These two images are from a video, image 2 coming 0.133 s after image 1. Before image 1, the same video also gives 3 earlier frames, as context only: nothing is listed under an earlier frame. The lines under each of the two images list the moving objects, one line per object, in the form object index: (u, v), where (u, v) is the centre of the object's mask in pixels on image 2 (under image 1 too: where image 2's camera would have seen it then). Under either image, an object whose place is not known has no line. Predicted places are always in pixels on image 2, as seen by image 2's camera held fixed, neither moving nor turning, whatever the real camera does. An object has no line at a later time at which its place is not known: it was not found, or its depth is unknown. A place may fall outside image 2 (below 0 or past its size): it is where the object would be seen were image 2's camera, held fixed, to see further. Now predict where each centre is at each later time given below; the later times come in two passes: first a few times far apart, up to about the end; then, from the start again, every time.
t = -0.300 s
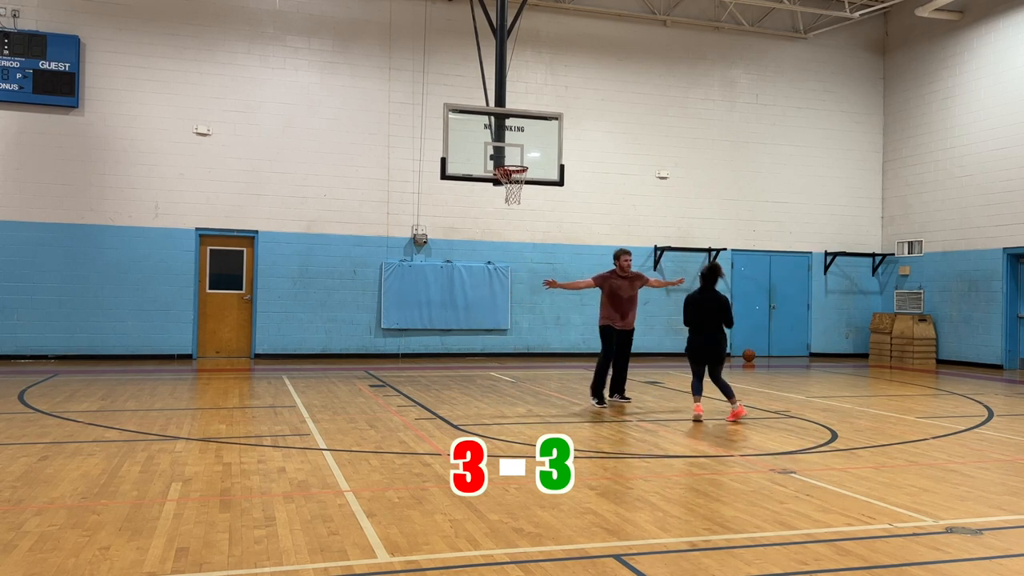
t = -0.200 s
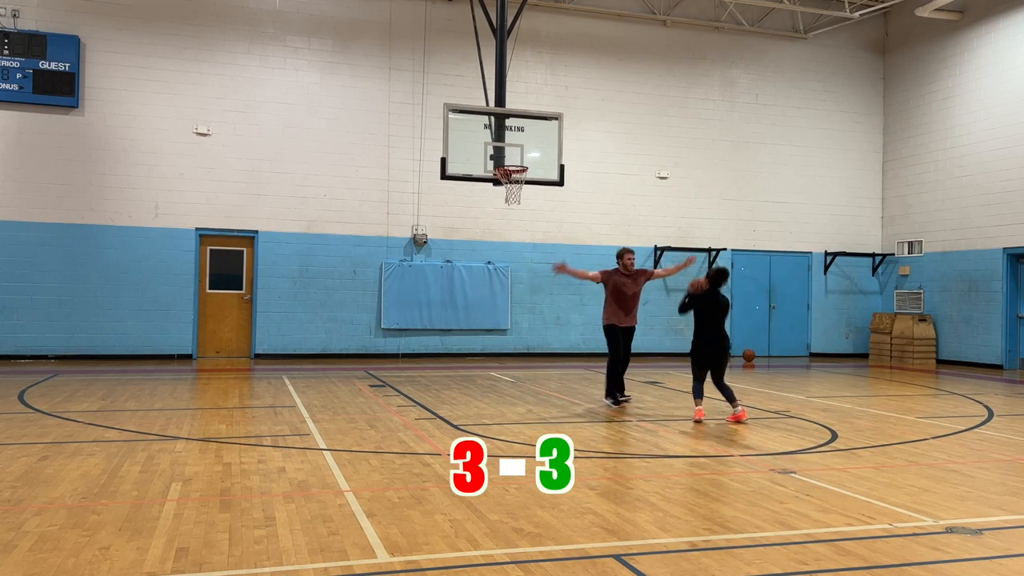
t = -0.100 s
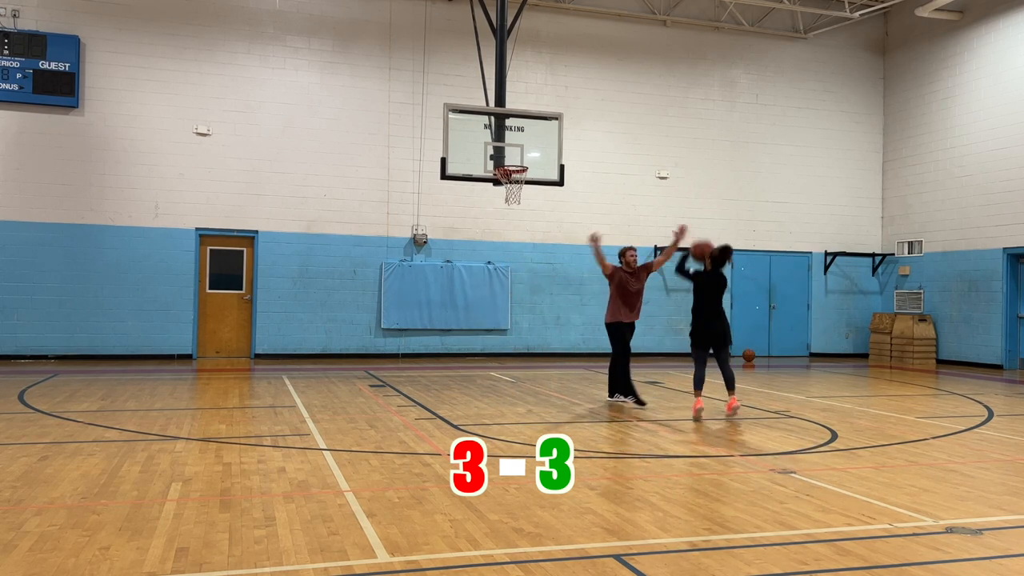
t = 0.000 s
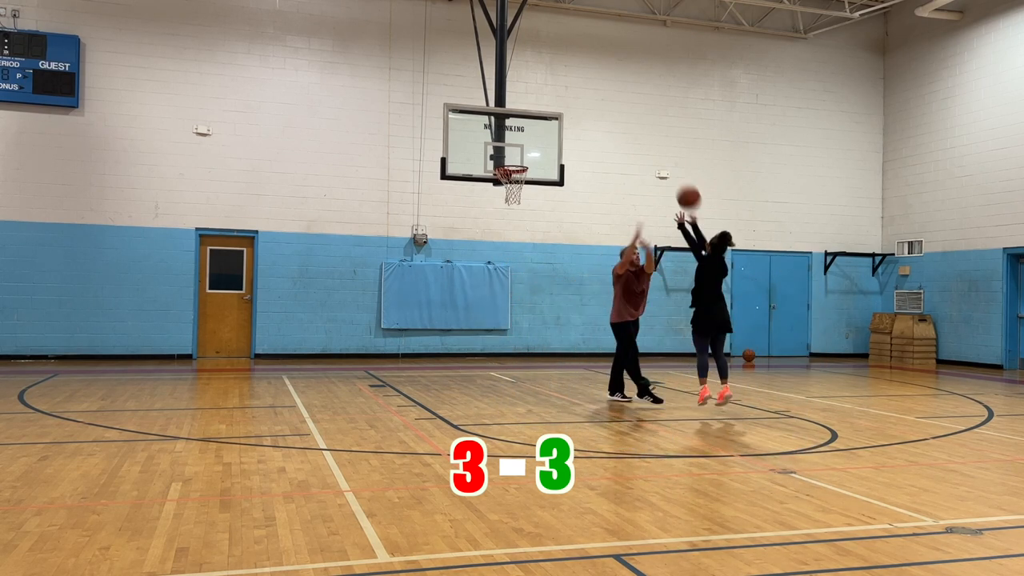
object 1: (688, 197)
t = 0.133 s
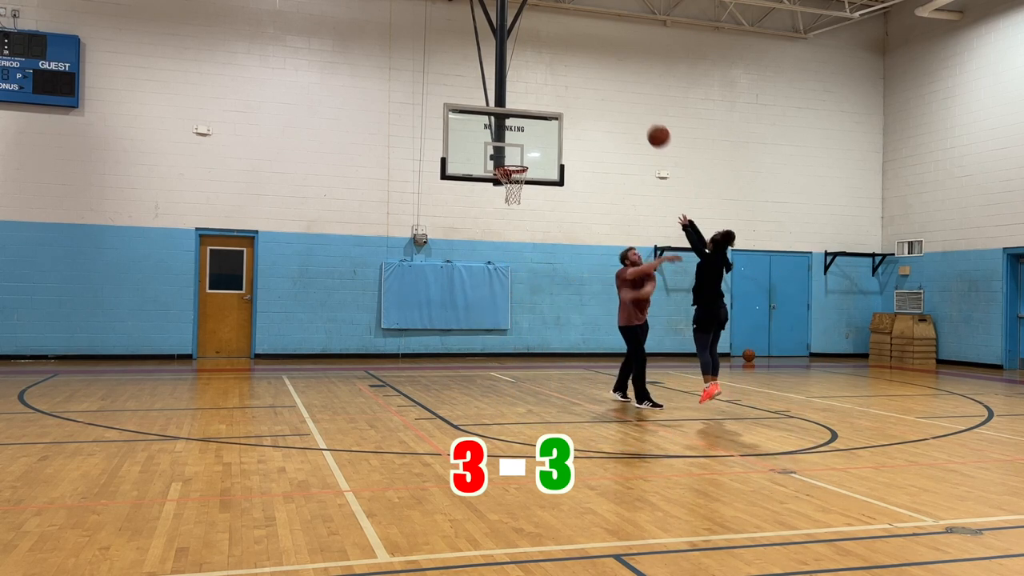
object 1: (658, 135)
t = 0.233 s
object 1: (637, 104)
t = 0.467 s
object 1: (593, 68)
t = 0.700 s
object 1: (555, 79)
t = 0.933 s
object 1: (522, 125)
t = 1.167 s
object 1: (512, 162)
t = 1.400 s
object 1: (512, 177)
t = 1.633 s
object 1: (501, 192)
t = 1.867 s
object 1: (496, 229)
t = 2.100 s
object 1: (490, 302)
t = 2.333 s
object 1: (486, 348)
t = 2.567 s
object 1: (488, 292)
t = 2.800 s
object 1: (490, 275)
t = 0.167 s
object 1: (651, 124)
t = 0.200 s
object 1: (644, 113)
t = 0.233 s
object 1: (637, 104)
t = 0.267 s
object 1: (630, 96)
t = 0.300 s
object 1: (624, 89)
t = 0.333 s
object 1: (617, 83)
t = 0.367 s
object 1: (611, 78)
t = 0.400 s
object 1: (605, 73)
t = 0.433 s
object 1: (599, 70)
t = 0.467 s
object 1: (593, 68)
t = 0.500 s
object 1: (588, 67)
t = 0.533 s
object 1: (582, 67)
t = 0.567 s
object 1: (576, 68)
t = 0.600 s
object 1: (571, 69)
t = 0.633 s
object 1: (566, 72)
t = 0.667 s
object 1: (561, 75)
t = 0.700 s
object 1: (555, 79)
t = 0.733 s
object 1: (550, 84)
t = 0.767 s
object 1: (545, 89)
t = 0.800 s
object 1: (541, 95)
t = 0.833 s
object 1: (536, 102)
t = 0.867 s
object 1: (531, 108)
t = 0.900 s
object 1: (527, 117)
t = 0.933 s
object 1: (522, 125)
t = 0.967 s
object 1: (518, 135)
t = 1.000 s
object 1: (513, 144)
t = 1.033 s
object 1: (510, 154)
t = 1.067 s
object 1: (505, 162)
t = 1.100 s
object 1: (511, 162)
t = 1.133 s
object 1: (518, 167)
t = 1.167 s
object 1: (512, 162)
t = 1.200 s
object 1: (506, 163)
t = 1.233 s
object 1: (506, 163)
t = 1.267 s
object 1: (512, 163)
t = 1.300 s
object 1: (518, 171)
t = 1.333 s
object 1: (519, 172)
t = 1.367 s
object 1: (517, 174)
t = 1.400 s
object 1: (512, 177)
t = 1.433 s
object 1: (510, 181)
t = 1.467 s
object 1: (508, 186)
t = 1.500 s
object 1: (505, 185)
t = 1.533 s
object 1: (504, 186)
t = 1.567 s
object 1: (502, 188)
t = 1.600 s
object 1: (502, 189)
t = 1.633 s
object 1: (501, 192)
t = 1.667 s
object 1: (500, 196)
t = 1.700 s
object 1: (499, 199)
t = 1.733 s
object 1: (499, 203)
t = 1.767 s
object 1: (498, 209)
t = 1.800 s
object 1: (497, 215)
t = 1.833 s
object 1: (497, 221)
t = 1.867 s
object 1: (496, 229)
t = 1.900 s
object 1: (495, 237)
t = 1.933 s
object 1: (494, 246)
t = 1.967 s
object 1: (493, 256)
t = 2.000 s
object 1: (492, 266)
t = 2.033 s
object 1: (492, 277)
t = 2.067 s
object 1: (491, 290)
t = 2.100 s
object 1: (490, 302)
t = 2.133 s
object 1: (489, 315)
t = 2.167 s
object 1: (488, 329)
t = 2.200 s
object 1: (487, 344)
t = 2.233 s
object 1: (486, 359)
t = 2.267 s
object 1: (485, 369)
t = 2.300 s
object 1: (486, 357)
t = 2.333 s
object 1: (486, 348)
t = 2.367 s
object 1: (486, 337)
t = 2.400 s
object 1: (487, 327)
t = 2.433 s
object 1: (487, 318)
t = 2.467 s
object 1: (487, 311)
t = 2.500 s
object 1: (487, 304)
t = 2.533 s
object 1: (488, 298)
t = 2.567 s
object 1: (488, 292)
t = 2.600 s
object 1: (488, 288)
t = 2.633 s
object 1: (488, 284)
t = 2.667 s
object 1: (489, 281)
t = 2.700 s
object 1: (489, 278)
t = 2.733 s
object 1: (489, 276)
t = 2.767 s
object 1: (489, 275)
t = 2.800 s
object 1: (490, 275)
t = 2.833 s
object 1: (490, 275)
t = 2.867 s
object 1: (490, 277)
